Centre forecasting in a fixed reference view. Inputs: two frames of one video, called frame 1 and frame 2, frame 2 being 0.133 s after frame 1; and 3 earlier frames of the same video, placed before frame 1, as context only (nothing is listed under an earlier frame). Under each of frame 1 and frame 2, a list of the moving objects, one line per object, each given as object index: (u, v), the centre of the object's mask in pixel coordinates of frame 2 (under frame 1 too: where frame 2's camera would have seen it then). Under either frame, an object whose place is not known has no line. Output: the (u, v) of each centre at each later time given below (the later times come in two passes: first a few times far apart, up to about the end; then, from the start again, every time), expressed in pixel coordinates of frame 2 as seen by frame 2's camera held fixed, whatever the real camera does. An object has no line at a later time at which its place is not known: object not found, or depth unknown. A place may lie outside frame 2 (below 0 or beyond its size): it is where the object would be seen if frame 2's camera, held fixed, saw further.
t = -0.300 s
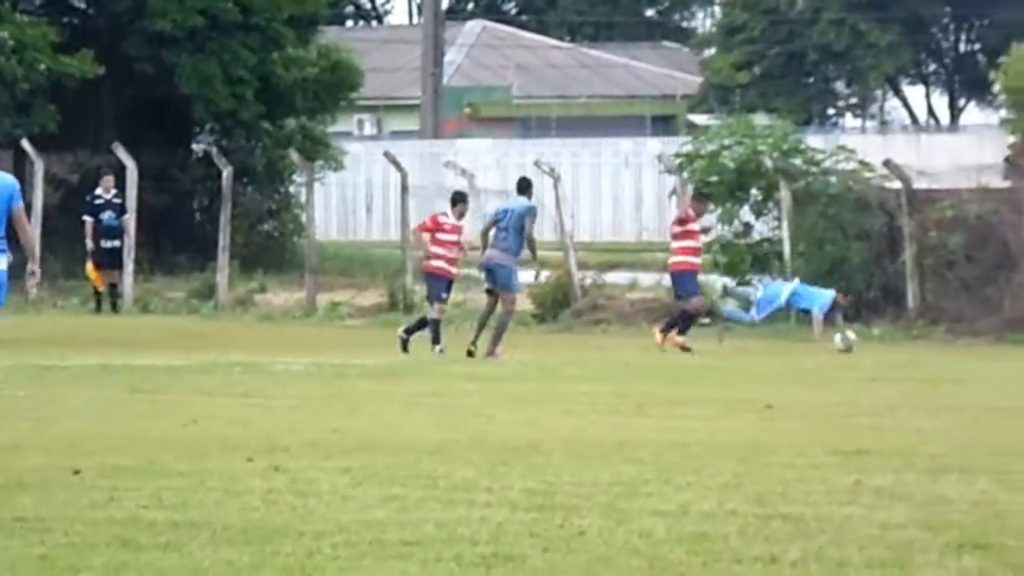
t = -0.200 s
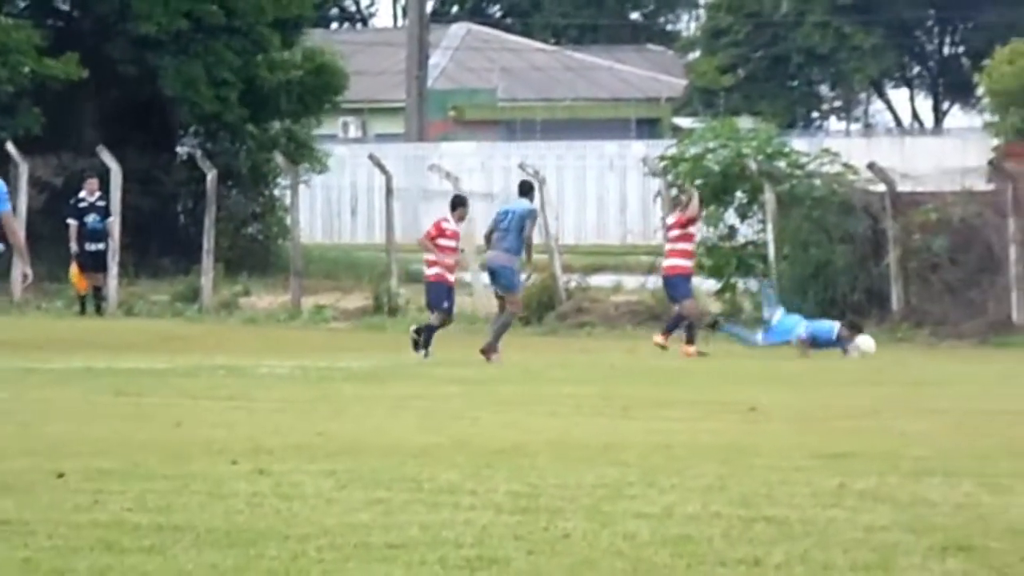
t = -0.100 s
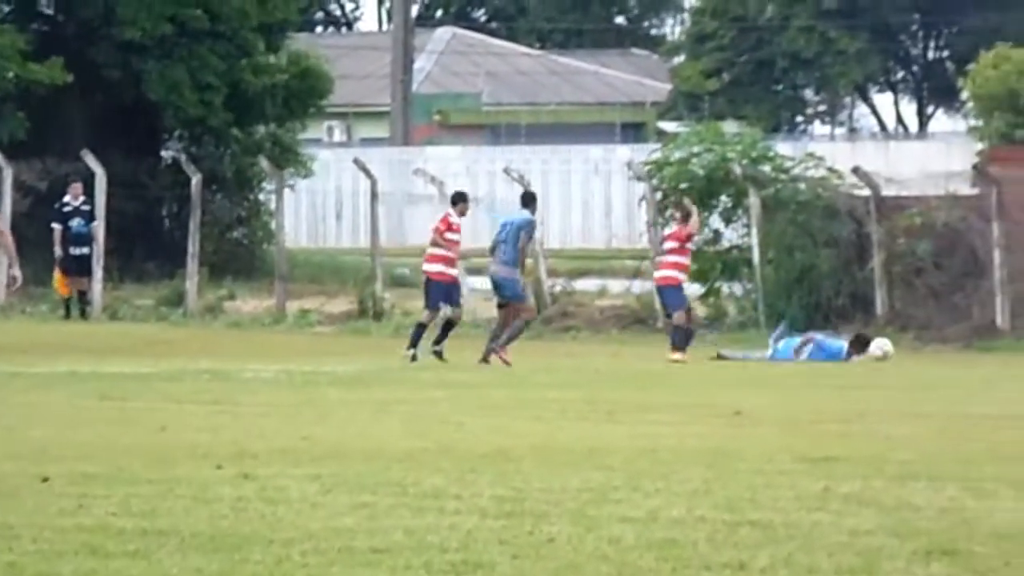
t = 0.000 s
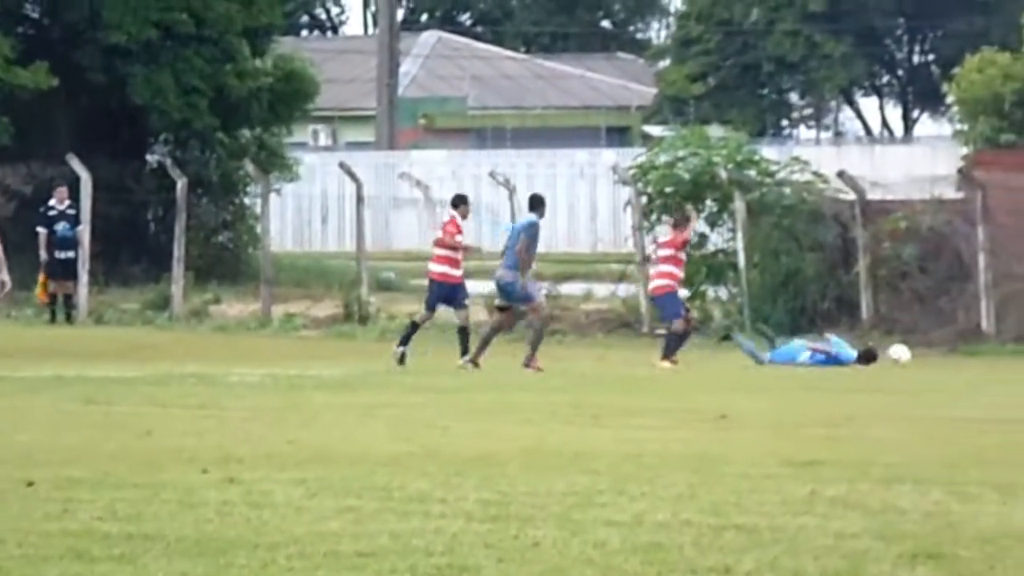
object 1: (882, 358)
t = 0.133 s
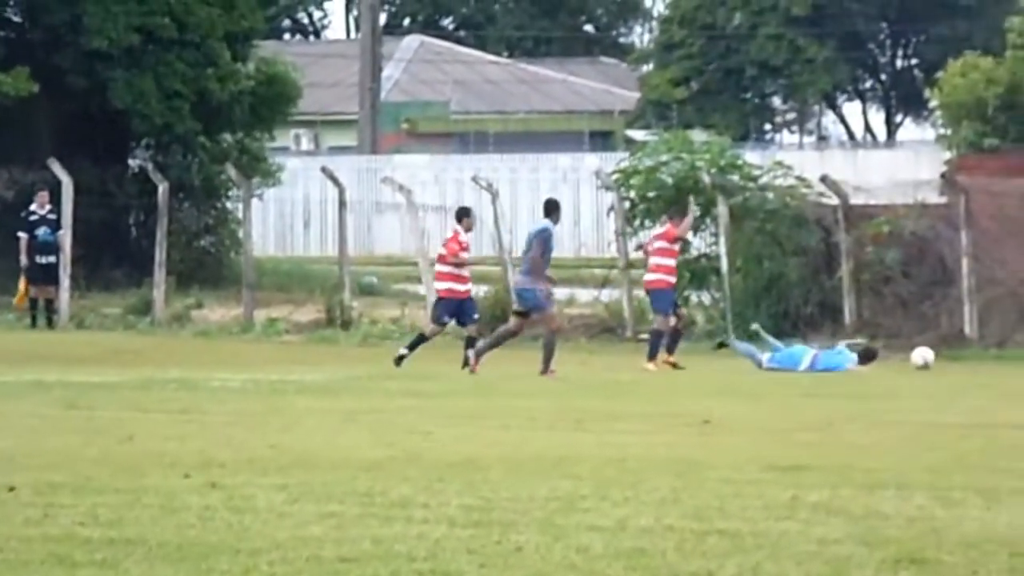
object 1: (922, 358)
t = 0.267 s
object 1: (963, 359)
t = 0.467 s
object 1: (1021, 361)
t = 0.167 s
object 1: (933, 358)
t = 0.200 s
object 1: (943, 359)
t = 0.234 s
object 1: (954, 359)
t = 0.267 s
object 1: (963, 359)
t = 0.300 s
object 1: (972, 359)
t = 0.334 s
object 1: (982, 359)
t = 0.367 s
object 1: (991, 360)
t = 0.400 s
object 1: (1001, 360)
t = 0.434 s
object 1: (1011, 361)
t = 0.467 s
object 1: (1021, 361)
